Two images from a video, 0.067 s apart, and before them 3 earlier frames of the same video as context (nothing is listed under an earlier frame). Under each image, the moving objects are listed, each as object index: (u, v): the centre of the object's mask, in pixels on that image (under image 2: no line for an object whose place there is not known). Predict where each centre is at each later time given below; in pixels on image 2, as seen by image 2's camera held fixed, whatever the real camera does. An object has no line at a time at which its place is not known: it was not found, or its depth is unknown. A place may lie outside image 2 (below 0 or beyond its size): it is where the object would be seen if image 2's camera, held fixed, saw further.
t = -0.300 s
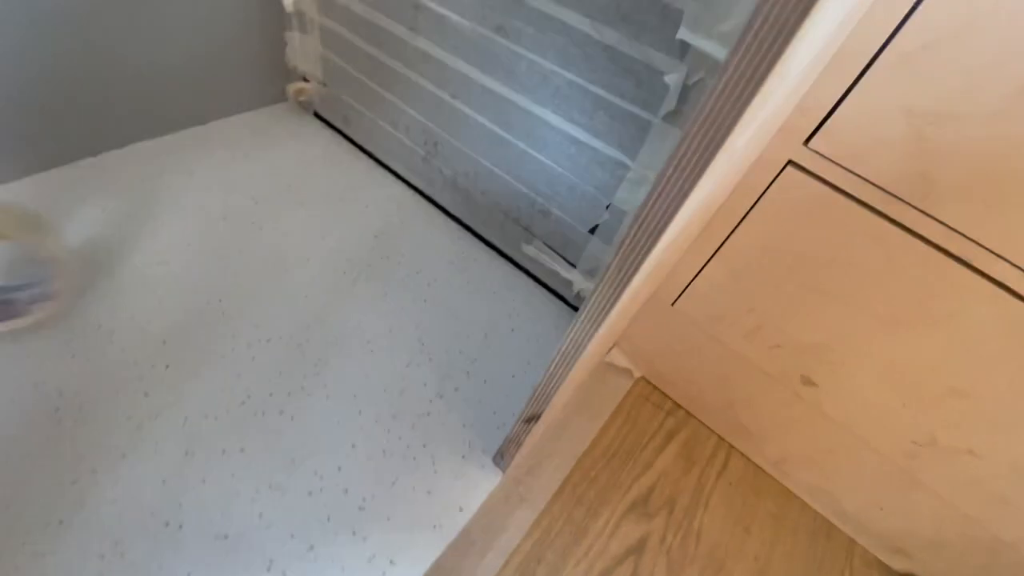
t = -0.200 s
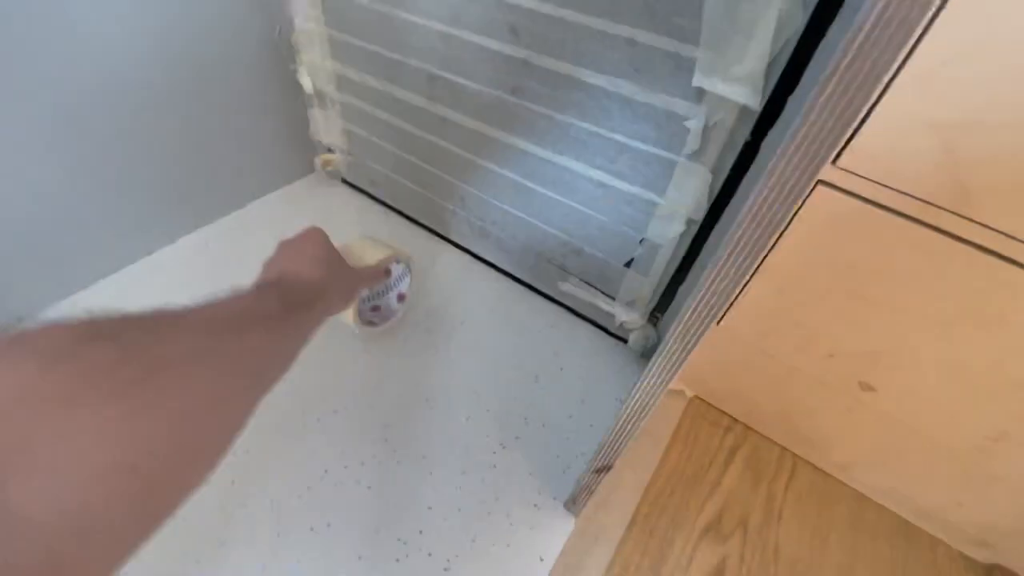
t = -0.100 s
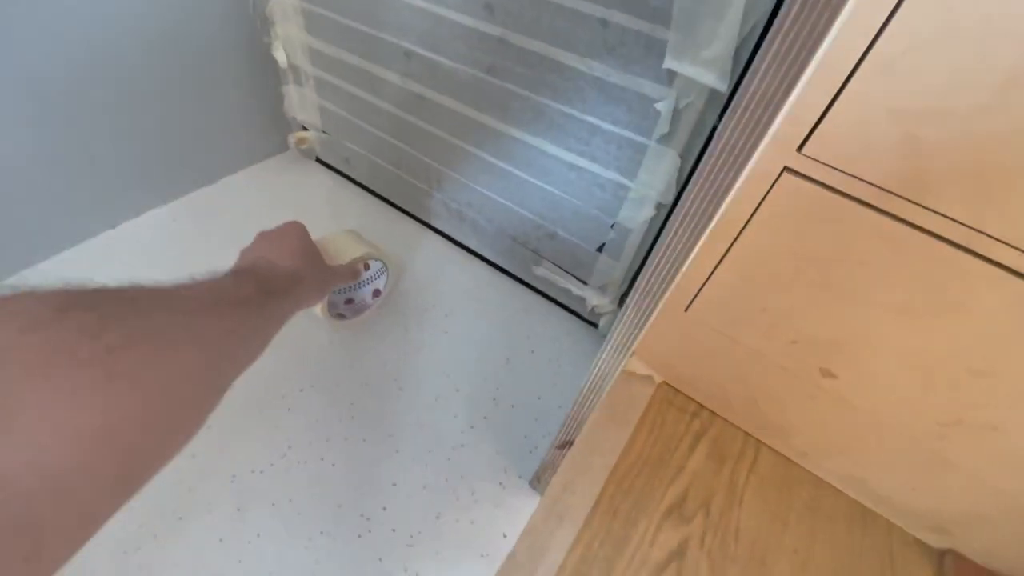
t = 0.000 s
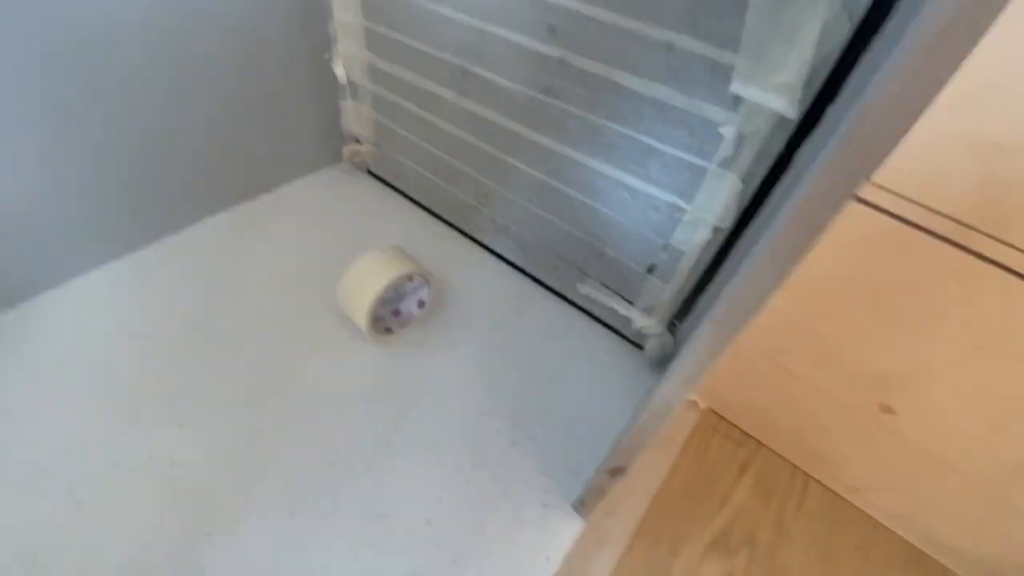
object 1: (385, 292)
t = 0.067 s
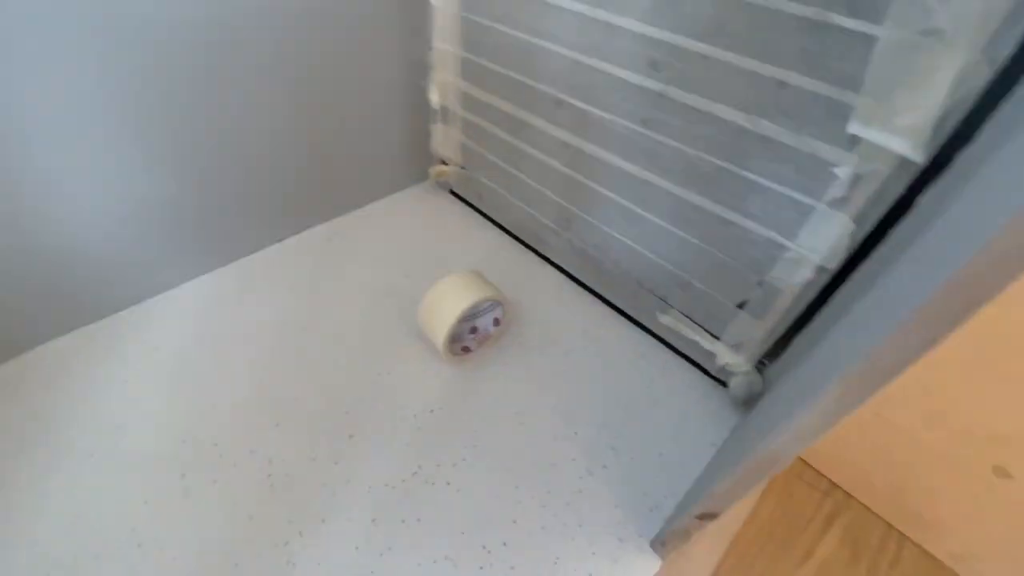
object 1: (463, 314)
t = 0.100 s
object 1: (458, 317)
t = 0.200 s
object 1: (437, 329)
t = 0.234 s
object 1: (427, 334)
